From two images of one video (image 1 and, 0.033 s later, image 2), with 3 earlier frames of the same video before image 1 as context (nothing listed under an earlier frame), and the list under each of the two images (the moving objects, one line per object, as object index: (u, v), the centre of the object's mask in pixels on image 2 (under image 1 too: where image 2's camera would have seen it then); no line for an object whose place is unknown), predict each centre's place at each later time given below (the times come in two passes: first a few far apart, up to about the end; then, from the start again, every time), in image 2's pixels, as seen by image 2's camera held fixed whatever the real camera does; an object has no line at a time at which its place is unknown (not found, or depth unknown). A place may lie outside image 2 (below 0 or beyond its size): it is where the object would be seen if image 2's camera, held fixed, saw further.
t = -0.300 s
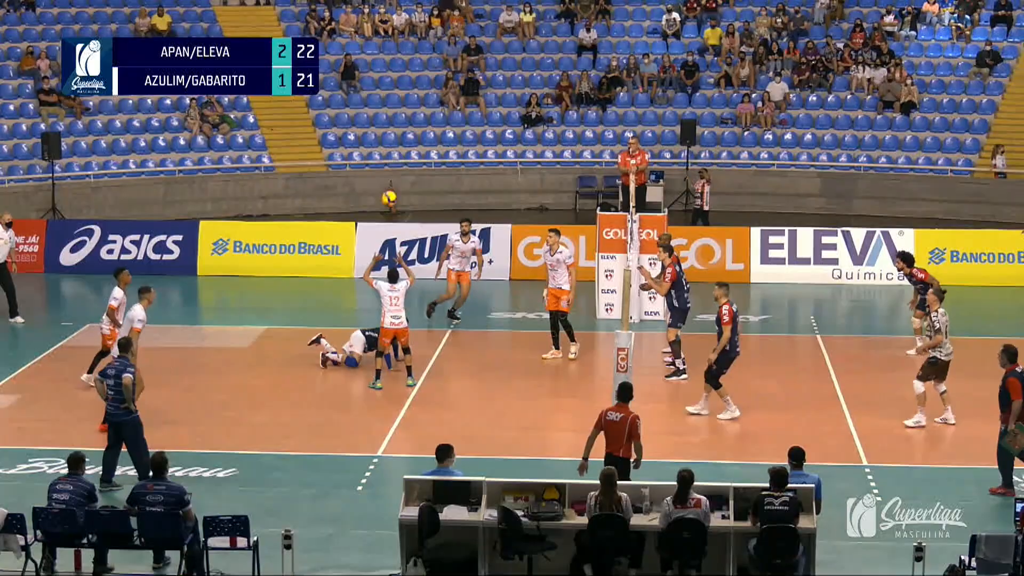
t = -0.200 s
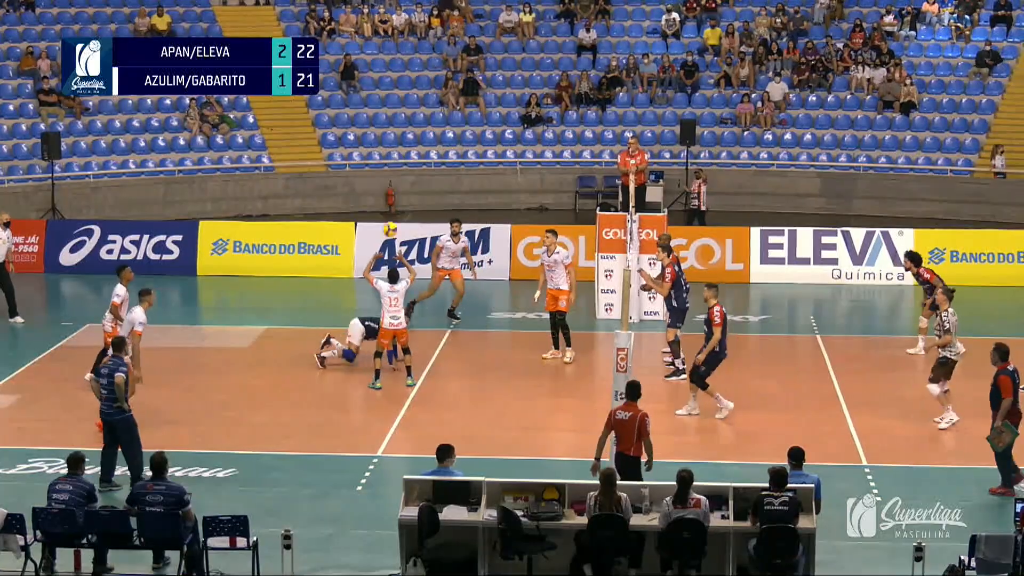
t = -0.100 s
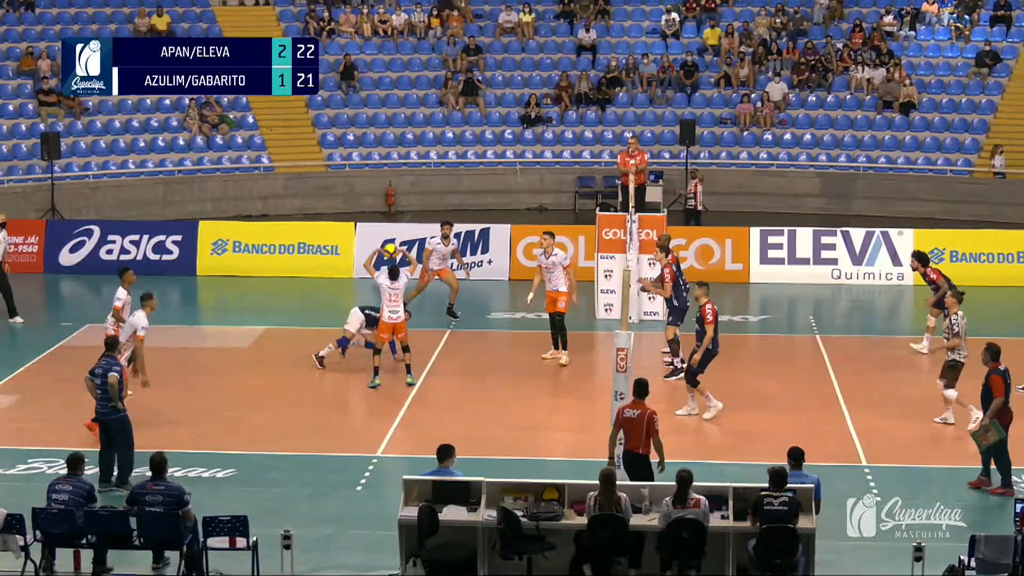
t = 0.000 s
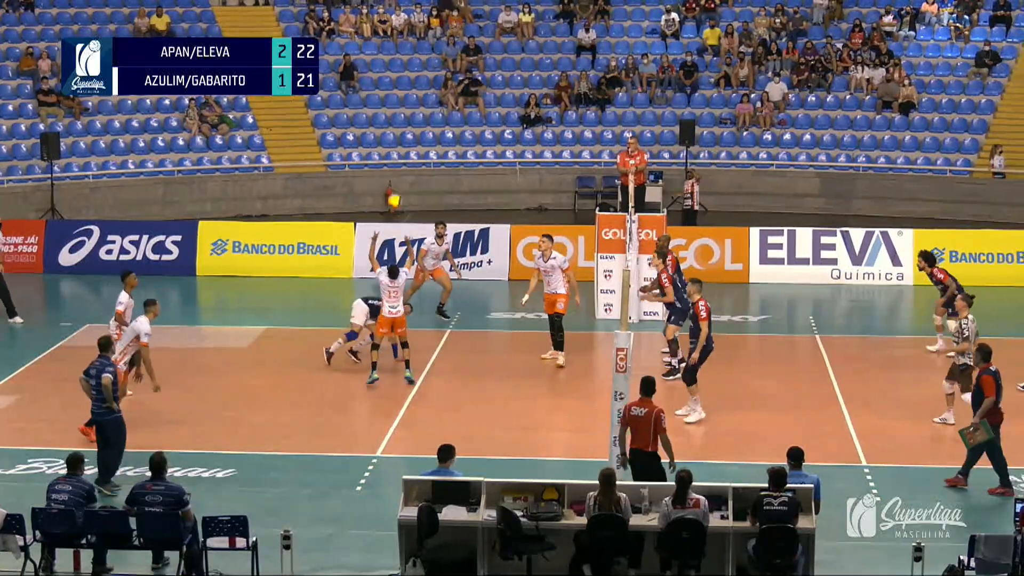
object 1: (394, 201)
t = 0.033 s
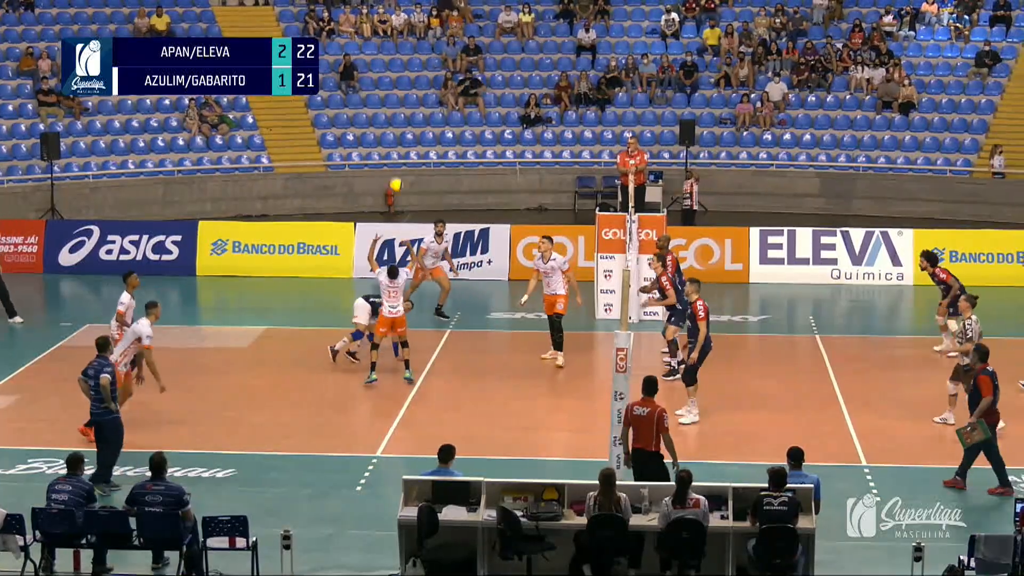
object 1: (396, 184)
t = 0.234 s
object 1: (403, 102)
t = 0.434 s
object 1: (406, 46)
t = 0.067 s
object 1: (397, 168)
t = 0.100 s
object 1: (398, 154)
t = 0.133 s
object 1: (400, 140)
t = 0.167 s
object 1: (401, 126)
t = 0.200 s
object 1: (402, 114)
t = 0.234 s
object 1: (403, 102)
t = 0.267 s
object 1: (404, 90)
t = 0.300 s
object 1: (404, 81)
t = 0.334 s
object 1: (404, 71)
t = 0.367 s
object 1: (405, 62)
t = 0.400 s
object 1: (405, 54)
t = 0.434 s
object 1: (406, 46)
